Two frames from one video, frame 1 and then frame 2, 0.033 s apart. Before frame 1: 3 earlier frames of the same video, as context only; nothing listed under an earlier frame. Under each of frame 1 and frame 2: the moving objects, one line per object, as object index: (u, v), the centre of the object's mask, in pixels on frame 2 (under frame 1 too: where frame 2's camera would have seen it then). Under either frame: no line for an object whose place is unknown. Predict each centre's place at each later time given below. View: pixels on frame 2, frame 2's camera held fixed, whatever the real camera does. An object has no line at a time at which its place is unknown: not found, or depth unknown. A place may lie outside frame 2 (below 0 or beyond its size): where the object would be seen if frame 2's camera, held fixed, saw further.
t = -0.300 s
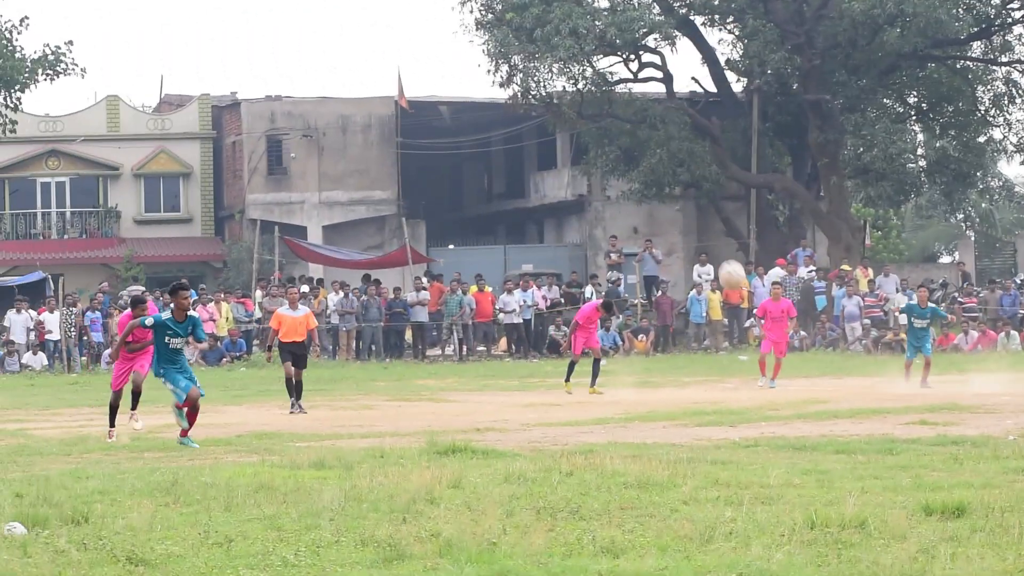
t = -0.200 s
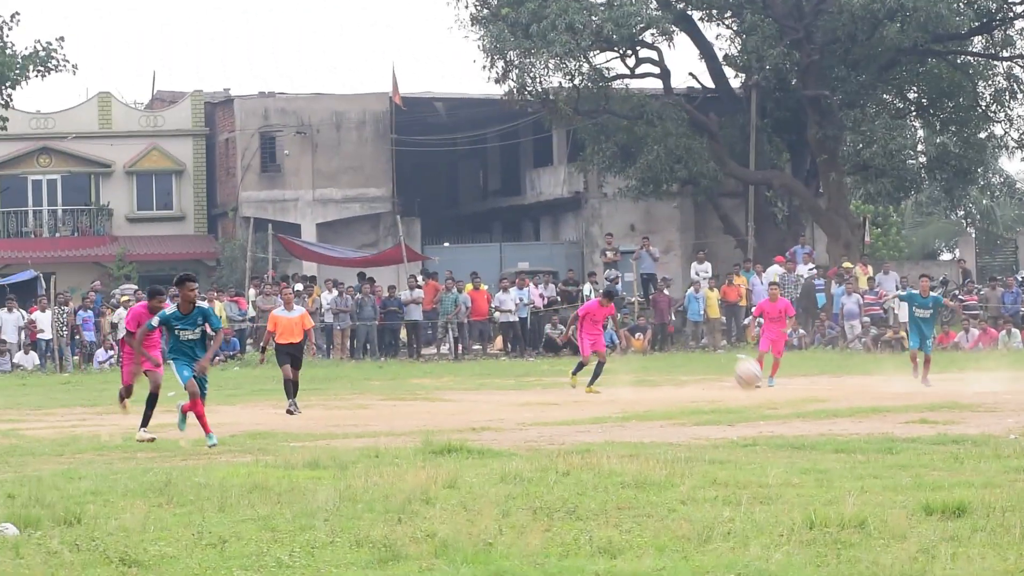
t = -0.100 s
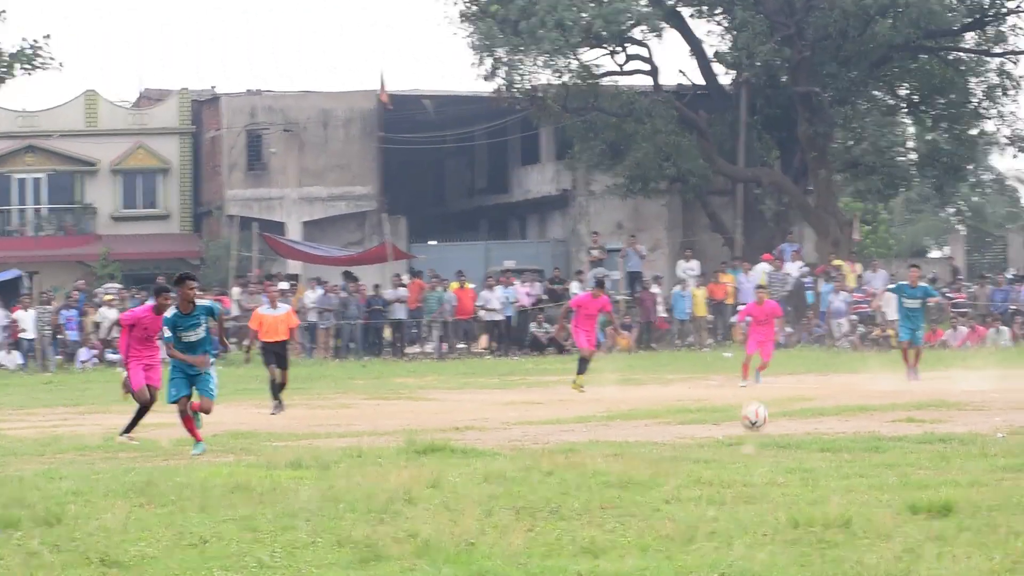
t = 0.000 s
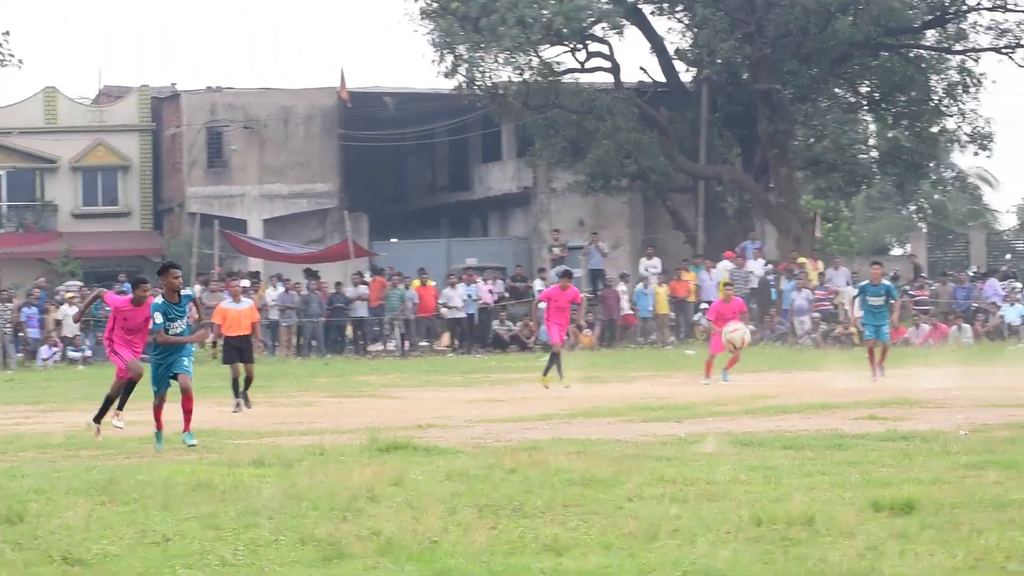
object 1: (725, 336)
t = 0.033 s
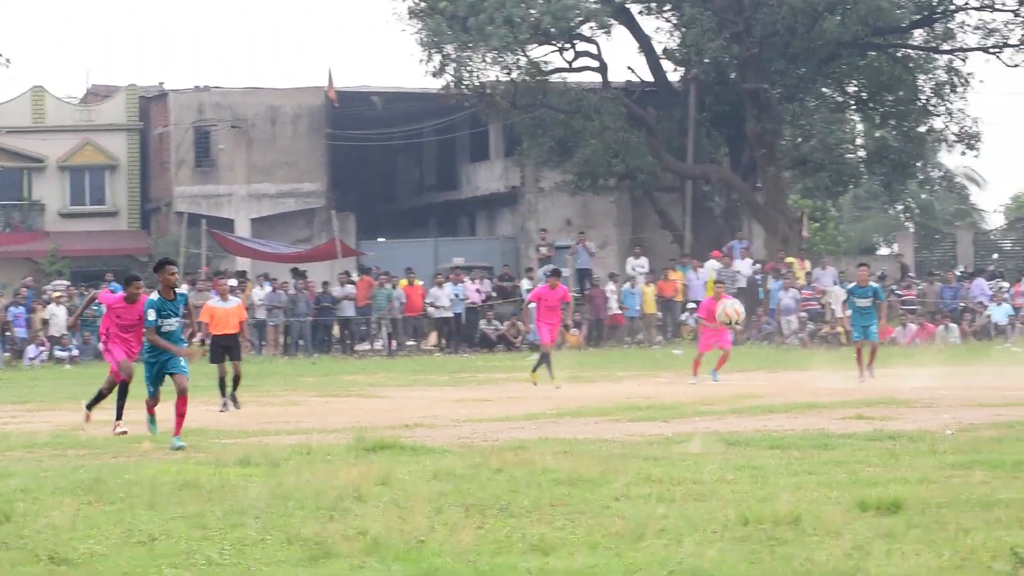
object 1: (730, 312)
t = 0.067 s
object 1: (735, 290)
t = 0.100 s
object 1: (740, 270)
